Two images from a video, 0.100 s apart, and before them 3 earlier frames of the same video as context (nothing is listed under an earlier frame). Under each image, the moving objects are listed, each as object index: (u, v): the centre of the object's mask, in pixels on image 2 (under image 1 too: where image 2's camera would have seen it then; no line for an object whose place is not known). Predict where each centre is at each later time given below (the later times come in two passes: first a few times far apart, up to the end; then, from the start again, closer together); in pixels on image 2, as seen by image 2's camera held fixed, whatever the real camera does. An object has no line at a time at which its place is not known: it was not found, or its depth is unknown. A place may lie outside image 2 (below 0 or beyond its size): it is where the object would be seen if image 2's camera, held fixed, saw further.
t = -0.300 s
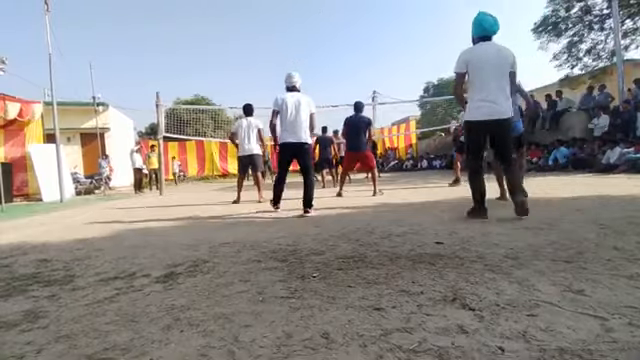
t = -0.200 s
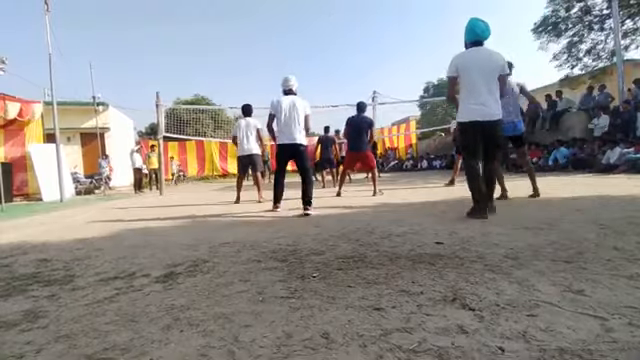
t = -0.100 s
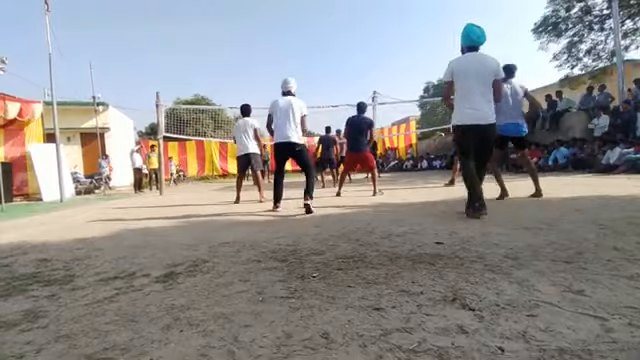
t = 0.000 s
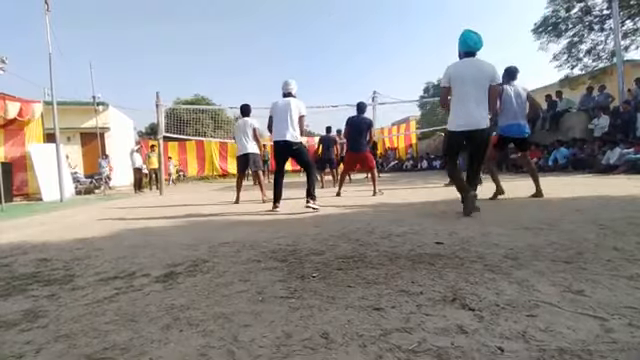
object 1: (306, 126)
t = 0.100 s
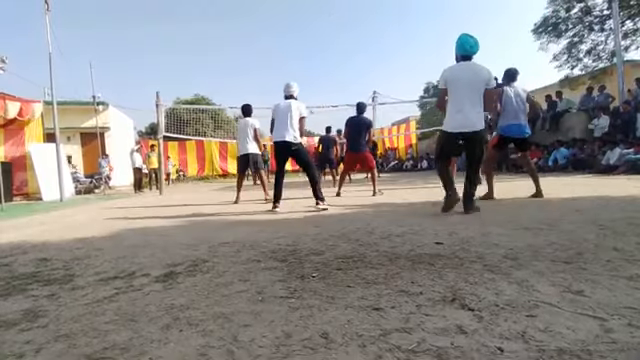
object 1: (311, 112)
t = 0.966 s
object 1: (384, 48)
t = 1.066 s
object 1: (402, 57)
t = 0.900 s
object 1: (374, 45)
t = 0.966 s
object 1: (384, 48)
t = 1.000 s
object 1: (390, 50)
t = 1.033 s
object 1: (396, 53)
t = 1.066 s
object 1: (402, 57)
